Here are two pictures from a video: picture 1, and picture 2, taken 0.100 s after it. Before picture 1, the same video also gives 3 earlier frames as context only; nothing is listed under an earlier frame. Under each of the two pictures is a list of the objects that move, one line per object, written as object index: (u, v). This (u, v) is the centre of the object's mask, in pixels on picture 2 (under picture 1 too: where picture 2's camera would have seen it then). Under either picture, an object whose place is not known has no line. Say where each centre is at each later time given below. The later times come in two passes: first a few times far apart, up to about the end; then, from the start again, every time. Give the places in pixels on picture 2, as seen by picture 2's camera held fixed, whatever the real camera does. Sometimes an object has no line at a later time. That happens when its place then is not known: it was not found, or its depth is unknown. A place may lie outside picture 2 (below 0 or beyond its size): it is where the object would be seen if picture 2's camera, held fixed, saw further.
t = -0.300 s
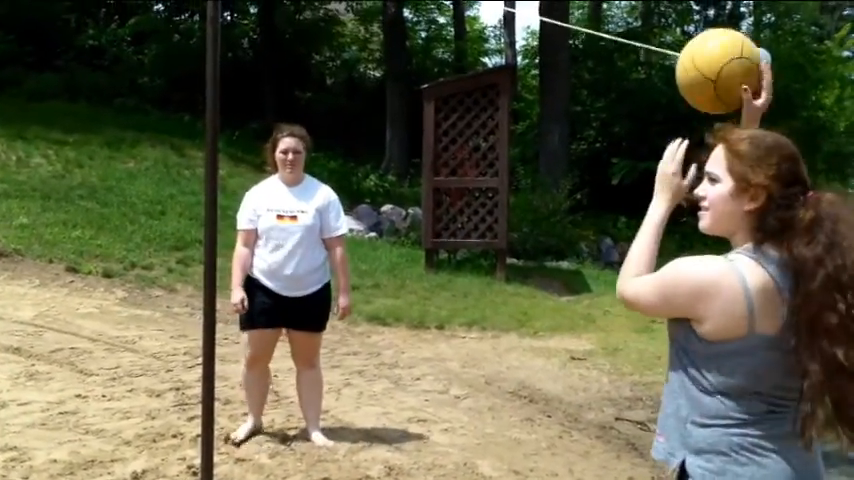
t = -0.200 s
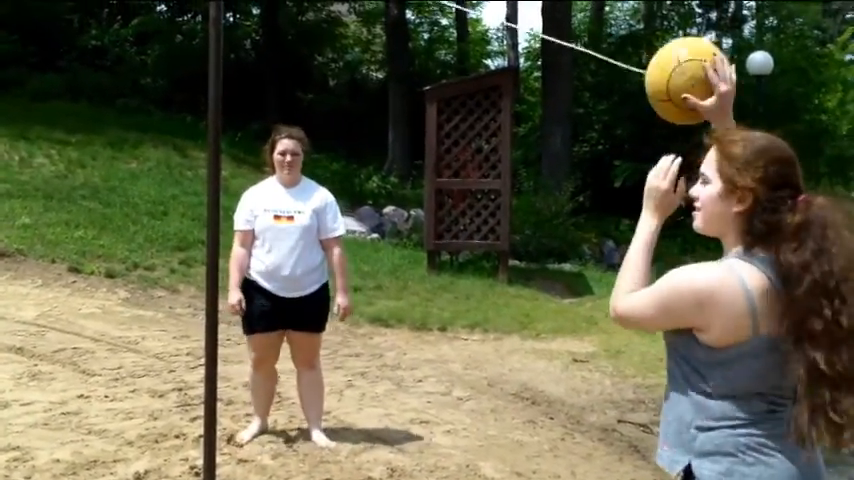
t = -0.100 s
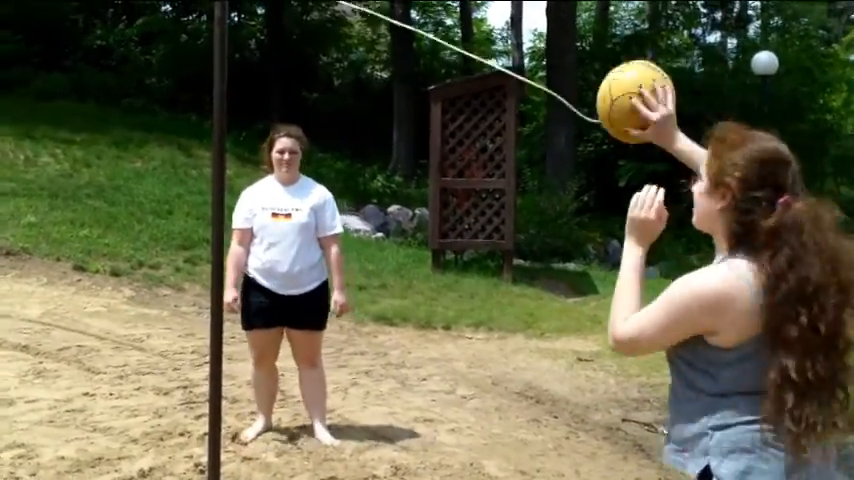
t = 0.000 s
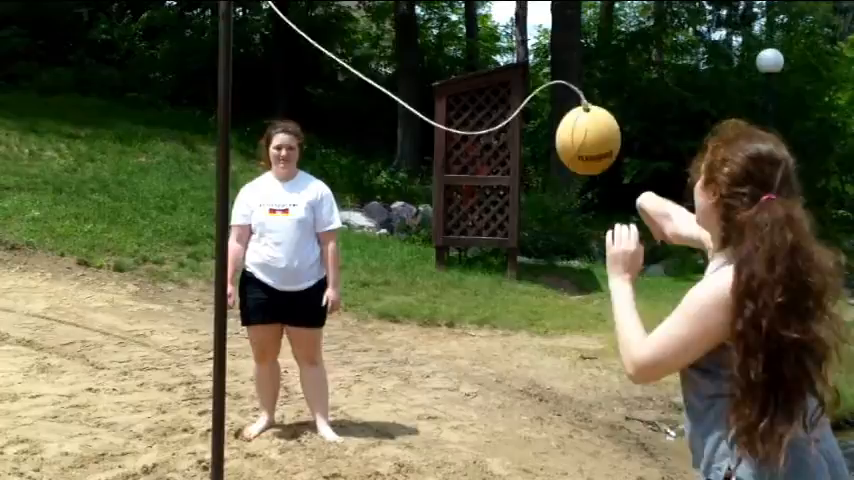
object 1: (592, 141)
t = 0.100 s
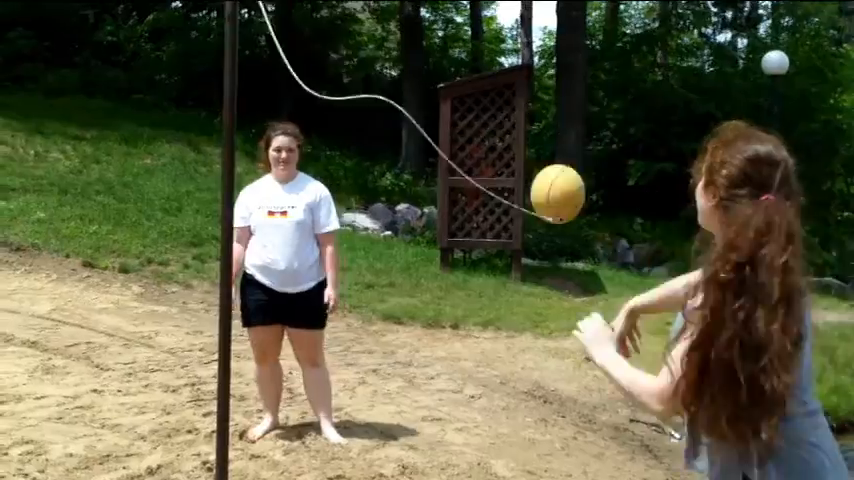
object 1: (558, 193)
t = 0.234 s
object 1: (510, 273)
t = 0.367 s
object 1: (399, 265)
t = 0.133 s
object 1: (547, 215)
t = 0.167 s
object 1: (536, 238)
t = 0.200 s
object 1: (526, 260)
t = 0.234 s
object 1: (510, 273)
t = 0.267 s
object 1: (489, 284)
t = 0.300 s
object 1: (465, 288)
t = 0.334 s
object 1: (433, 276)
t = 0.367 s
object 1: (399, 265)
